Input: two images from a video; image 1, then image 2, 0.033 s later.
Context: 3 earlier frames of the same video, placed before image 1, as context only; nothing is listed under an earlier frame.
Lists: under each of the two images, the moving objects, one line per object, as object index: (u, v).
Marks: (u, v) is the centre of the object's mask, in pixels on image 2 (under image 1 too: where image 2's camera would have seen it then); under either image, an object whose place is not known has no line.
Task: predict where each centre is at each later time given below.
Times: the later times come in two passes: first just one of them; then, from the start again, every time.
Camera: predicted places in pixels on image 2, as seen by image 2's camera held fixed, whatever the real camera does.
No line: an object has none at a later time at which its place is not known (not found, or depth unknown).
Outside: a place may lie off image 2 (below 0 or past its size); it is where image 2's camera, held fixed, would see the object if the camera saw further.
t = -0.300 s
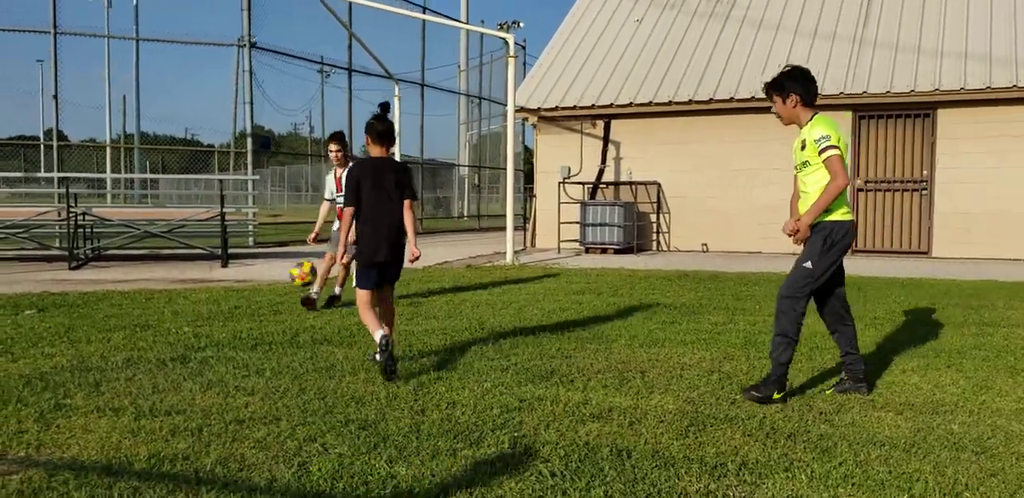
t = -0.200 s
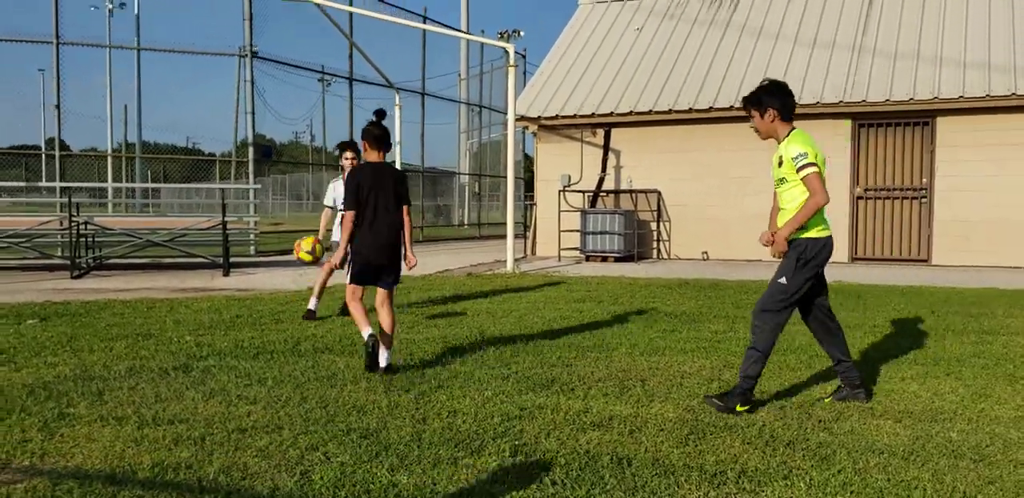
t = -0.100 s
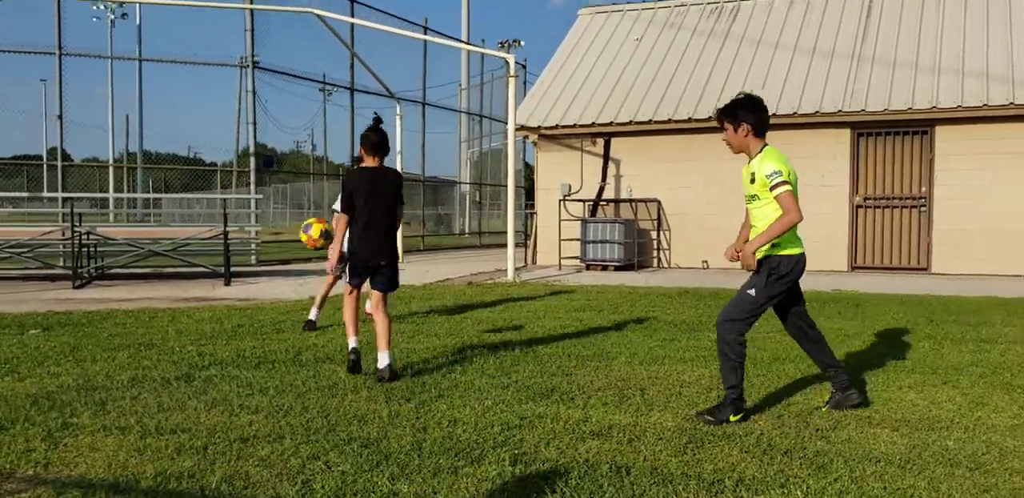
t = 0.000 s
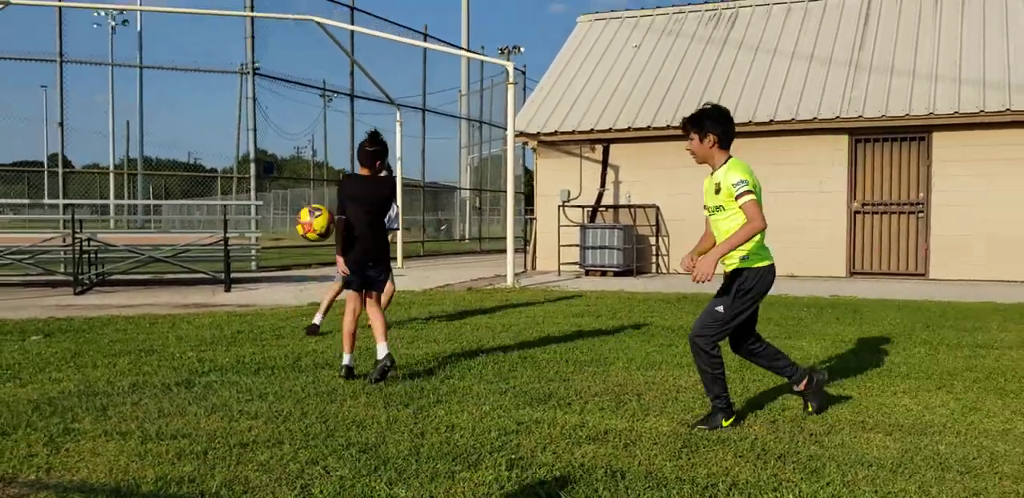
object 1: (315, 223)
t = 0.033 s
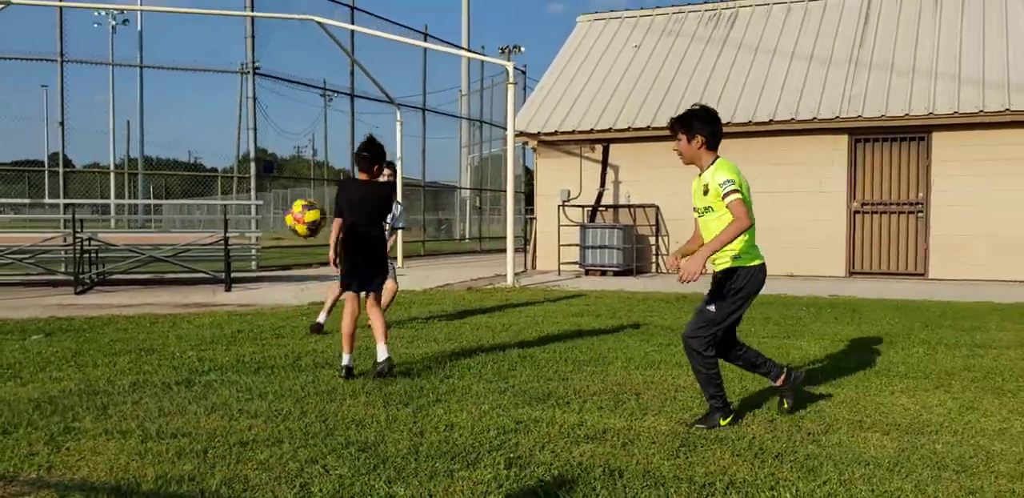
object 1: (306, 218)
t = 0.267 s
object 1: (220, 239)
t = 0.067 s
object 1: (296, 214)
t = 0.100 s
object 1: (285, 213)
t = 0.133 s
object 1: (273, 214)
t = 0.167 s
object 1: (262, 216)
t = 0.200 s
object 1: (249, 221)
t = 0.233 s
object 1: (235, 227)
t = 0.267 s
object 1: (220, 239)
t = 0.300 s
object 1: (204, 252)
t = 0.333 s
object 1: (188, 273)
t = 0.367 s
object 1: (171, 296)
